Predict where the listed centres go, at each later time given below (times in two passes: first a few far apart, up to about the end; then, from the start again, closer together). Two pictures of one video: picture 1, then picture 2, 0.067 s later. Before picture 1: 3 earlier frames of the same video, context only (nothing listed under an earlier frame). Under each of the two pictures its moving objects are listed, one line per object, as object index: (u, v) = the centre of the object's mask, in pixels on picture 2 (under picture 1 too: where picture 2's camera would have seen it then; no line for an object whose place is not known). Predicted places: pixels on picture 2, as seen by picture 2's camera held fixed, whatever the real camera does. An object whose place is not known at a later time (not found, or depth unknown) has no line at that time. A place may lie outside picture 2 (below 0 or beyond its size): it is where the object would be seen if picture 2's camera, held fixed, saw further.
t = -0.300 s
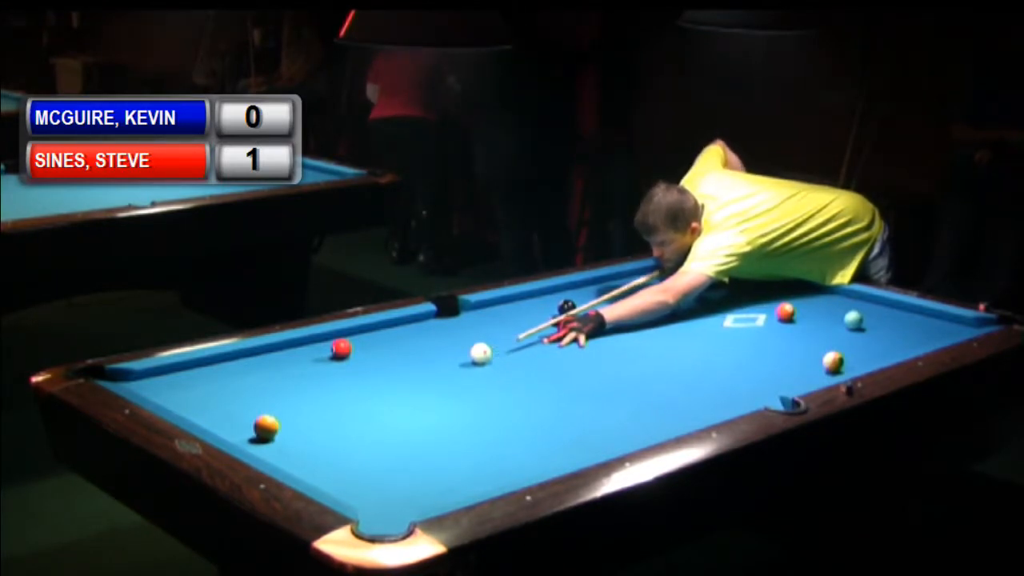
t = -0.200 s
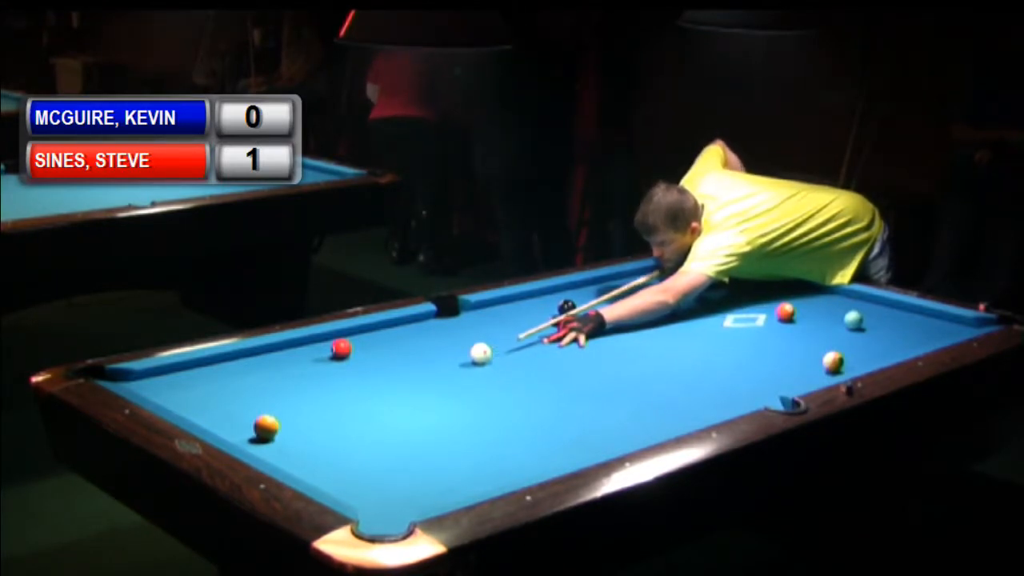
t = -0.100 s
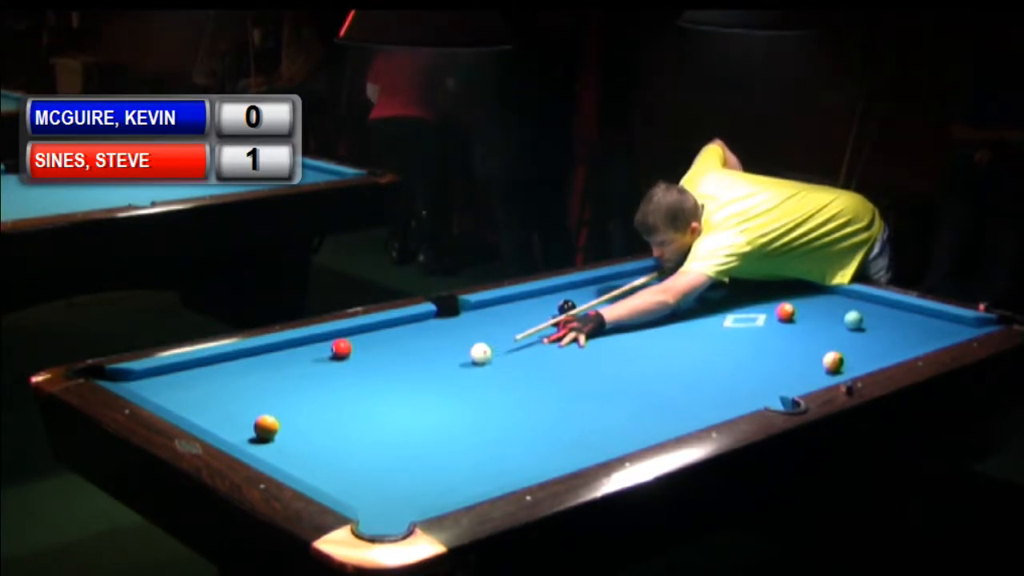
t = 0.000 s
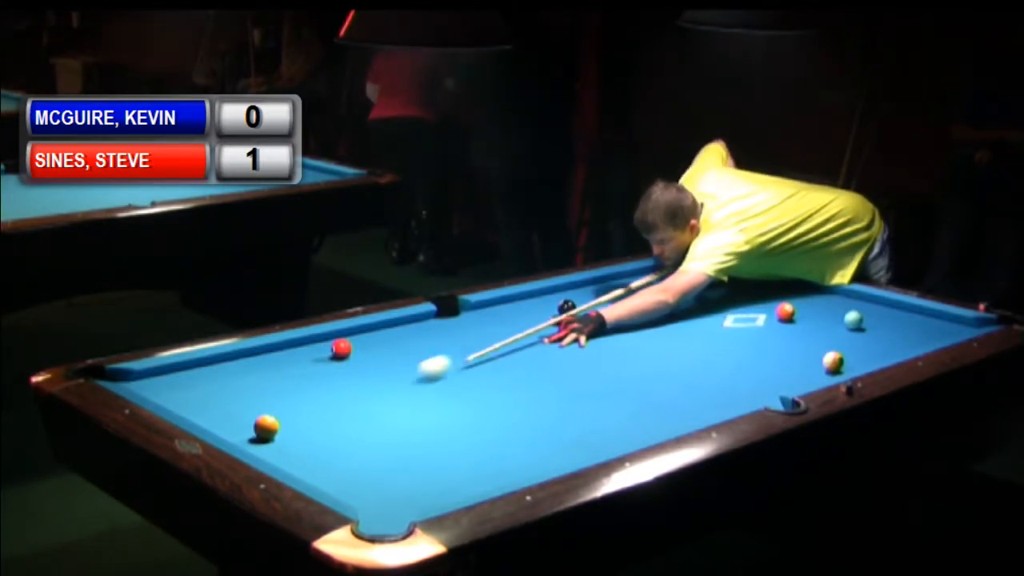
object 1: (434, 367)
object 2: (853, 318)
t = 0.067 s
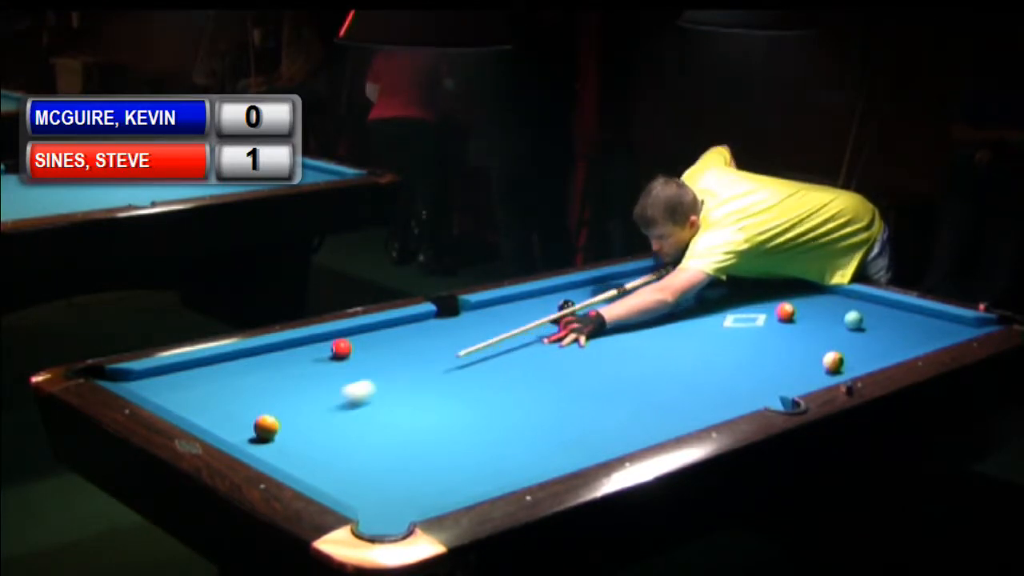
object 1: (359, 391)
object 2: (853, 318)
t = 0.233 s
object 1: (229, 414)
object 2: (853, 318)
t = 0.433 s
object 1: (184, 404)
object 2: (853, 318)
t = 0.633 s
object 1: (185, 390)
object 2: (853, 318)
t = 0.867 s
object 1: (188, 374)
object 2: (853, 318)
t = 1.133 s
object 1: (207, 365)
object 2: (853, 318)
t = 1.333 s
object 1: (236, 365)
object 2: (853, 318)
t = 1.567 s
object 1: (268, 365)
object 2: (853, 318)
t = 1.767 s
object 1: (294, 365)
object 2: (853, 318)
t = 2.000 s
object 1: (322, 365)
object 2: (853, 317)
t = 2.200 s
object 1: (345, 365)
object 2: (853, 314)
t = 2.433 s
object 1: (370, 364)
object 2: (859, 312)
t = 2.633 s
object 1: (390, 364)
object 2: (861, 308)
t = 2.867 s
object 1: (411, 364)
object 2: (864, 302)
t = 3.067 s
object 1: (428, 364)
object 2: (867, 300)
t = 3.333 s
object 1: (449, 364)
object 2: (866, 297)
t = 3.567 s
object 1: (464, 364)
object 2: (858, 297)
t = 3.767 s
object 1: (477, 364)
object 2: (853, 297)
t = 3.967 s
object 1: (487, 363)
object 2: (848, 297)
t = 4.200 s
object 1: (498, 363)
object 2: (843, 298)
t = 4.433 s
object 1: (508, 363)
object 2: (841, 297)
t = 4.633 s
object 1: (515, 363)
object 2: (838, 297)
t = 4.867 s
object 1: (521, 362)
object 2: (837, 297)
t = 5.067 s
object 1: (525, 362)
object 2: (837, 297)
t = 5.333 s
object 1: (528, 361)
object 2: (837, 297)
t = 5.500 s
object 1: (529, 361)
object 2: (837, 297)
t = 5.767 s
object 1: (529, 361)
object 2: (837, 297)
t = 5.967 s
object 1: (529, 361)
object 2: (838, 297)
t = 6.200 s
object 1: (529, 361)
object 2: (838, 297)
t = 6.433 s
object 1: (529, 361)
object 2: (837, 297)
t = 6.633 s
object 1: (529, 361)
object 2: (837, 297)
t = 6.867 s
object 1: (529, 361)
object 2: (838, 297)
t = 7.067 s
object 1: (529, 361)
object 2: (838, 297)
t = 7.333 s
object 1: (529, 361)
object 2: (838, 297)
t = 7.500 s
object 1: (529, 361)
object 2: (838, 297)
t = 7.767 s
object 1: (529, 361)
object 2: (838, 297)
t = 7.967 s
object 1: (529, 361)
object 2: (838, 297)
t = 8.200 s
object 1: (529, 361)
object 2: (838, 297)
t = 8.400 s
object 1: (529, 361)
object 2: (838, 297)
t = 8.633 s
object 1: (529, 361)
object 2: (837, 297)
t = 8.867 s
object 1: (529, 361)
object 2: (837, 297)
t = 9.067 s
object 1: (529, 361)
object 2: (837, 297)
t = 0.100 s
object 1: (318, 404)
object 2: (853, 318)
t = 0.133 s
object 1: (280, 414)
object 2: (853, 318)
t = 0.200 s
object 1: (244, 415)
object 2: (853, 318)
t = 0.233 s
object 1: (229, 414)
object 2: (853, 318)
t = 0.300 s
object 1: (202, 412)
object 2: (853, 318)
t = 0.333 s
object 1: (189, 410)
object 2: (853, 318)
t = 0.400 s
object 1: (184, 405)
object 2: (853, 318)
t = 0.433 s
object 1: (184, 404)
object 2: (853, 318)
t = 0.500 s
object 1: (184, 401)
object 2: (853, 318)
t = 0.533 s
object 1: (184, 397)
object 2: (853, 318)
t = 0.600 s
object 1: (185, 393)
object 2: (853, 318)
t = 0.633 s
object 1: (185, 390)
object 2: (853, 318)
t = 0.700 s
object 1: (186, 386)
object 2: (853, 318)
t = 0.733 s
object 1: (186, 383)
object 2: (853, 318)
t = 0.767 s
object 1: (187, 381)
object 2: (853, 318)
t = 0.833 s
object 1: (187, 377)
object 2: (853, 318)
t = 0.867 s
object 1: (188, 374)
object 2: (853, 318)
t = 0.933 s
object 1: (188, 370)
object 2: (853, 318)
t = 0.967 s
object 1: (189, 368)
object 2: (853, 318)
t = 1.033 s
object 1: (192, 365)
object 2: (853, 318)
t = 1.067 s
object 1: (197, 365)
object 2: (853, 318)
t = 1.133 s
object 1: (207, 365)
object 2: (853, 318)
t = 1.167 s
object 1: (212, 365)
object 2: (853, 318)
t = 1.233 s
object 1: (221, 365)
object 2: (853, 318)
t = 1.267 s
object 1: (227, 365)
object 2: (853, 318)
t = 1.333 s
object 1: (236, 365)
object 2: (853, 318)
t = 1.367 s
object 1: (240, 365)
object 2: (853, 318)
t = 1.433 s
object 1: (250, 365)
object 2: (853, 318)
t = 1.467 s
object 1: (254, 365)
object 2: (853, 318)
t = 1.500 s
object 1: (259, 365)
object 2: (853, 318)
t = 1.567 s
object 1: (268, 365)
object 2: (853, 318)
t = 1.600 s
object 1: (272, 365)
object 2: (853, 318)
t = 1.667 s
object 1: (281, 365)
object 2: (853, 318)
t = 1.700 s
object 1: (285, 365)
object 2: (853, 318)
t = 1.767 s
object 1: (294, 365)
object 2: (853, 318)
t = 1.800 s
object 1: (298, 364)
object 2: (853, 318)
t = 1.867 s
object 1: (306, 364)
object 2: (853, 319)
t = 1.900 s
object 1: (310, 364)
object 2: (853, 318)
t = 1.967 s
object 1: (318, 365)
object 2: (854, 318)
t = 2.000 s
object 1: (322, 365)
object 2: (853, 317)
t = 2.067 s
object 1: (330, 365)
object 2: (854, 316)
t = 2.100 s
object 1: (334, 365)
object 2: (853, 316)
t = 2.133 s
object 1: (338, 365)
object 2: (853, 315)
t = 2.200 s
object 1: (345, 365)
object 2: (853, 314)
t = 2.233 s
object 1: (349, 364)
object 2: (854, 313)
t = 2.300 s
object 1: (356, 365)
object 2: (857, 313)
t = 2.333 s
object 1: (360, 364)
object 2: (858, 314)
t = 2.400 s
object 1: (367, 364)
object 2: (859, 312)
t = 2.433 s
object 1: (370, 364)
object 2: (859, 312)
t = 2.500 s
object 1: (377, 364)
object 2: (860, 310)
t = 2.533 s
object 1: (380, 364)
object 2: (860, 310)
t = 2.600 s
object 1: (387, 364)
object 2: (861, 309)
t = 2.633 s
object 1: (390, 364)
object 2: (861, 308)
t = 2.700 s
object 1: (396, 364)
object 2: (862, 307)
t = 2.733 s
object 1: (399, 364)
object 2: (863, 306)
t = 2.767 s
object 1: (403, 364)
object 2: (863, 305)
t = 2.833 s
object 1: (408, 364)
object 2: (863, 303)
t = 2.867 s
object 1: (411, 364)
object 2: (864, 302)
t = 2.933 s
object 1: (417, 364)
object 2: (865, 302)
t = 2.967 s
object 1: (420, 364)
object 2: (865, 302)
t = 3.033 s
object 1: (426, 364)
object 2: (866, 300)
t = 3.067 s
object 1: (428, 364)
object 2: (867, 300)
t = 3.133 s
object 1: (434, 364)
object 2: (868, 299)
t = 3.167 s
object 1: (436, 364)
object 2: (868, 298)
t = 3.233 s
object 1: (441, 364)
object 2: (869, 297)
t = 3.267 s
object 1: (444, 364)
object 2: (868, 297)
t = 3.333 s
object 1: (449, 364)
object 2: (866, 297)
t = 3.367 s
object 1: (451, 364)
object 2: (864, 297)
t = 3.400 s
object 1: (453, 364)
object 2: (863, 297)
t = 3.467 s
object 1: (458, 364)
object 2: (862, 297)
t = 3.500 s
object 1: (460, 364)
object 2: (860, 297)
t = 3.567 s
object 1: (464, 364)
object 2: (858, 297)
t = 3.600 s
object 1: (467, 364)
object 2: (858, 297)
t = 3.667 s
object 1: (471, 364)
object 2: (856, 297)
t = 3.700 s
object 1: (473, 364)
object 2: (855, 297)
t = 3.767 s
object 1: (477, 364)
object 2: (853, 297)
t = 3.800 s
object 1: (478, 364)
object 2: (852, 297)
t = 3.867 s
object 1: (482, 363)
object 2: (850, 297)
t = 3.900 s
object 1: (484, 363)
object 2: (849, 297)
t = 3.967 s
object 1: (487, 363)
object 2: (848, 297)
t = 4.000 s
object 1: (489, 363)
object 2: (847, 298)
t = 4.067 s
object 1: (492, 363)
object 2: (846, 297)
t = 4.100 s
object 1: (493, 363)
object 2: (845, 297)
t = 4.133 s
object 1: (495, 363)
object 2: (845, 298)
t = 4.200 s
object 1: (498, 363)
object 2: (843, 298)
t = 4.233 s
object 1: (500, 363)
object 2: (843, 297)
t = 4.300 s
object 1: (502, 363)
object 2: (842, 298)
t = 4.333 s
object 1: (504, 363)
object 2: (842, 298)
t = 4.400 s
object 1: (506, 363)
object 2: (841, 297)
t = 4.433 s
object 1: (508, 363)
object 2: (841, 297)
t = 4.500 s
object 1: (510, 363)
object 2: (839, 297)
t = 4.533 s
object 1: (511, 363)
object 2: (839, 297)
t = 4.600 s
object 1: (514, 363)
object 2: (838, 297)
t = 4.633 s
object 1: (515, 363)
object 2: (838, 297)
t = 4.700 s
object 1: (516, 362)
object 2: (837, 297)
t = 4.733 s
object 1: (518, 362)
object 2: (837, 297)
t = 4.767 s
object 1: (518, 362)
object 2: (837, 297)
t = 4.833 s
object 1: (520, 362)
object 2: (837, 297)
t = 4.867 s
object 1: (521, 362)
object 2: (837, 297)
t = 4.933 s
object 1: (522, 362)
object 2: (837, 297)
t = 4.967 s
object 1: (523, 362)
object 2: (837, 297)
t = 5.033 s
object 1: (524, 362)
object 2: (837, 297)
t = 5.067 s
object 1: (525, 362)
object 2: (837, 297)
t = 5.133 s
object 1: (526, 362)
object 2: (837, 297)
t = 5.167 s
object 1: (526, 362)
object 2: (837, 297)
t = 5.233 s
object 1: (527, 362)
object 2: (837, 297)
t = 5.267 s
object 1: (527, 362)
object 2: (837, 297)
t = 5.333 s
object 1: (528, 361)
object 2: (837, 297)
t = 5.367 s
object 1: (529, 361)
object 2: (837, 297)
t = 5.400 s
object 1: (529, 361)
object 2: (837, 297)
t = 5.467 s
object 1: (529, 361)
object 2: (837, 297)
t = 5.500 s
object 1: (529, 361)
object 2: (837, 297)
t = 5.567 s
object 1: (529, 361)
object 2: (837, 297)
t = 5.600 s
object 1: (529, 361)
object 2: (837, 297)
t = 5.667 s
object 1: (529, 361)
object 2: (838, 297)
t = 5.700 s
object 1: (529, 361)
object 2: (837, 297)
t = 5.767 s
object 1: (529, 361)
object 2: (837, 297)
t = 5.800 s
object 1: (529, 361)
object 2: (837, 297)
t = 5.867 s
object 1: (529, 361)
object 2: (837, 297)
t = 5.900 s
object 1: (529, 361)
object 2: (837, 297)
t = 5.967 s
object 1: (529, 361)
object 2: (838, 297)
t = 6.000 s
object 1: (529, 361)
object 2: (838, 297)
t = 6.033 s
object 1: (529, 361)
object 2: (838, 297)
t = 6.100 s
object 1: (529, 361)
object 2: (837, 297)
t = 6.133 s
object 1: (529, 361)
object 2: (837, 297)
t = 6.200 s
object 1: (529, 361)
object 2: (838, 297)
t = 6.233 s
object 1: (529, 361)
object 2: (838, 297)
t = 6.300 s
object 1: (529, 361)
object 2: (837, 297)
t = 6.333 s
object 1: (529, 361)
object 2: (837, 297)
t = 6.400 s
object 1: (529, 361)
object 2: (837, 297)
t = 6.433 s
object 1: (529, 361)
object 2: (837, 297)
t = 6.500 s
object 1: (529, 361)
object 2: (837, 297)
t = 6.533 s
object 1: (529, 361)
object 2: (837, 297)
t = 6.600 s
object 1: (529, 361)
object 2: (837, 297)
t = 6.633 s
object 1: (529, 361)
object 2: (837, 297)
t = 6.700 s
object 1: (529, 361)
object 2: (837, 297)
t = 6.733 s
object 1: (529, 361)
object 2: (837, 297)
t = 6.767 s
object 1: (529, 361)
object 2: (838, 297)
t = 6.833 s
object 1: (529, 361)
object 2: (838, 297)
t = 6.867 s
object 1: (529, 361)
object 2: (838, 297)
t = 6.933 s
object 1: (529, 361)
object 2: (838, 297)
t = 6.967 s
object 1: (529, 361)
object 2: (838, 297)
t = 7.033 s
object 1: (529, 361)
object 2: (838, 297)
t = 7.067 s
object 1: (529, 361)
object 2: (838, 297)
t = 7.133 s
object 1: (529, 361)
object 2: (838, 297)
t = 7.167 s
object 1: (529, 361)
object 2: (838, 297)
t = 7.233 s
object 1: (529, 361)
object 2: (838, 297)
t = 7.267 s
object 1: (529, 361)
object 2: (838, 297)
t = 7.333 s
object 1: (529, 361)
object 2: (838, 297)
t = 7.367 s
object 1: (529, 361)
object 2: (838, 297)
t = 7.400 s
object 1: (529, 361)
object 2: (838, 297)
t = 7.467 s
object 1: (529, 361)
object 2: (838, 297)
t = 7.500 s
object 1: (529, 361)
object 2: (838, 297)
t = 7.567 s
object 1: (529, 361)
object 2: (838, 297)
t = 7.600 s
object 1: (529, 361)
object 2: (838, 297)
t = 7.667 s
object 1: (529, 361)
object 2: (838, 297)
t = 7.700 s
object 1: (529, 361)
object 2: (837, 297)
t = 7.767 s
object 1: (529, 361)
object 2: (838, 297)
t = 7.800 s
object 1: (529, 361)
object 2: (838, 297)
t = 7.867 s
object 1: (529, 361)
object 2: (838, 297)
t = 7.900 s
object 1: (529, 361)
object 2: (838, 297)
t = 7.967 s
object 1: (529, 361)
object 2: (838, 297)
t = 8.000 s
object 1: (529, 361)
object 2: (838, 297)
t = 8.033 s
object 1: (529, 361)
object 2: (838, 297)
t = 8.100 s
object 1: (529, 361)
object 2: (837, 297)
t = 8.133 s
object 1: (529, 361)
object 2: (838, 297)
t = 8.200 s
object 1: (529, 361)
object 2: (838, 297)
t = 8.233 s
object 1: (529, 361)
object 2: (838, 297)
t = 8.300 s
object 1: (529, 361)
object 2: (838, 297)
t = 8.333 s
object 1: (529, 361)
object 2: (838, 297)
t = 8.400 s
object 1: (529, 361)
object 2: (838, 297)
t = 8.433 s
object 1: (529, 361)
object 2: (838, 297)
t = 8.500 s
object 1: (529, 361)
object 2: (838, 297)
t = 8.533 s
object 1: (529, 361)
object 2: (838, 297)
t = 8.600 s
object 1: (529, 361)
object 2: (837, 297)
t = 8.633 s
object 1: (529, 361)
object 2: (837, 297)
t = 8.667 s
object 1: (529, 361)
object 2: (837, 297)
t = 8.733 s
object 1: (529, 361)
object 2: (837, 297)
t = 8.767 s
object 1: (529, 361)
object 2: (837, 297)
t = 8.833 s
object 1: (529, 361)
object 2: (837, 297)
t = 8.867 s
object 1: (529, 361)
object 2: (837, 297)
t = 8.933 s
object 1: (529, 361)
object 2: (837, 297)
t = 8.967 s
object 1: (529, 361)
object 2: (837, 297)
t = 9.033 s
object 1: (529, 361)
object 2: (837, 297)
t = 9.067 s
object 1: (529, 361)
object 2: (837, 297)
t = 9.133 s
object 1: (529, 361)
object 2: (838, 297)
